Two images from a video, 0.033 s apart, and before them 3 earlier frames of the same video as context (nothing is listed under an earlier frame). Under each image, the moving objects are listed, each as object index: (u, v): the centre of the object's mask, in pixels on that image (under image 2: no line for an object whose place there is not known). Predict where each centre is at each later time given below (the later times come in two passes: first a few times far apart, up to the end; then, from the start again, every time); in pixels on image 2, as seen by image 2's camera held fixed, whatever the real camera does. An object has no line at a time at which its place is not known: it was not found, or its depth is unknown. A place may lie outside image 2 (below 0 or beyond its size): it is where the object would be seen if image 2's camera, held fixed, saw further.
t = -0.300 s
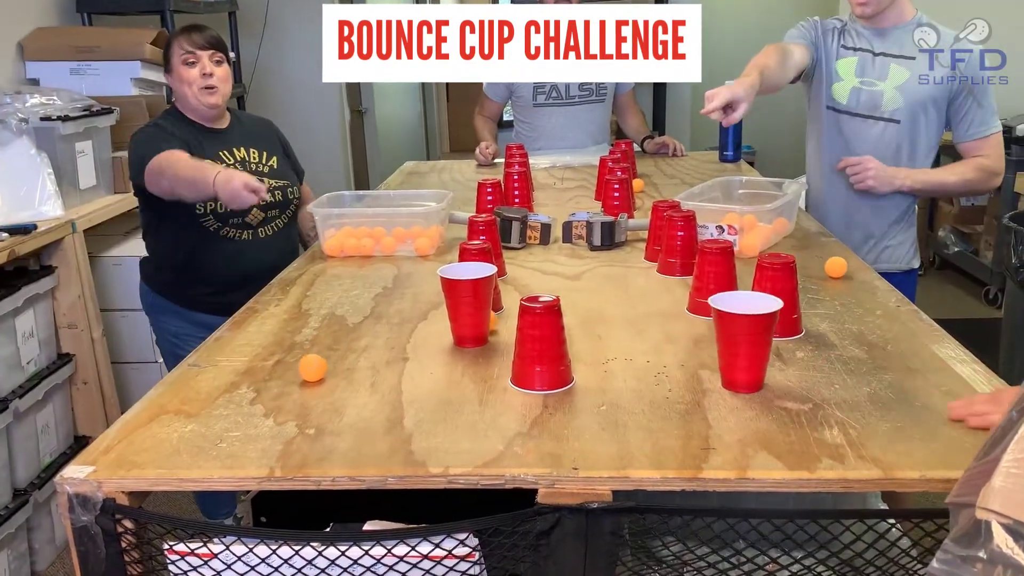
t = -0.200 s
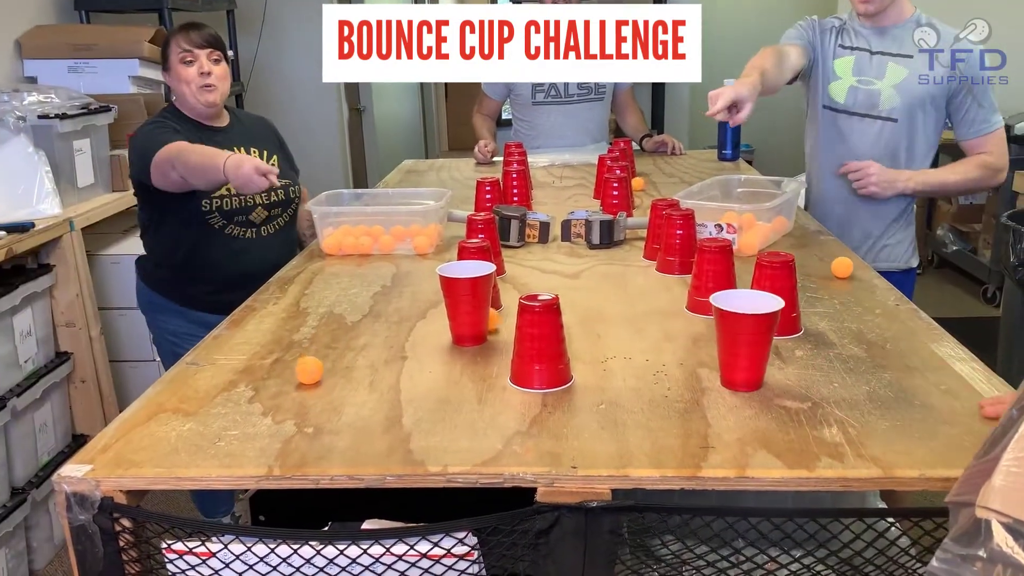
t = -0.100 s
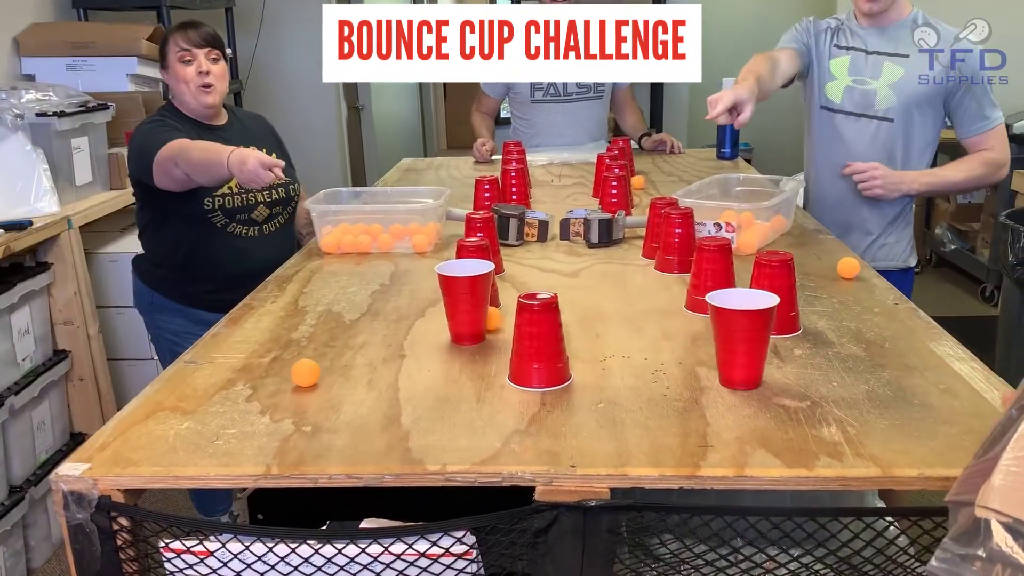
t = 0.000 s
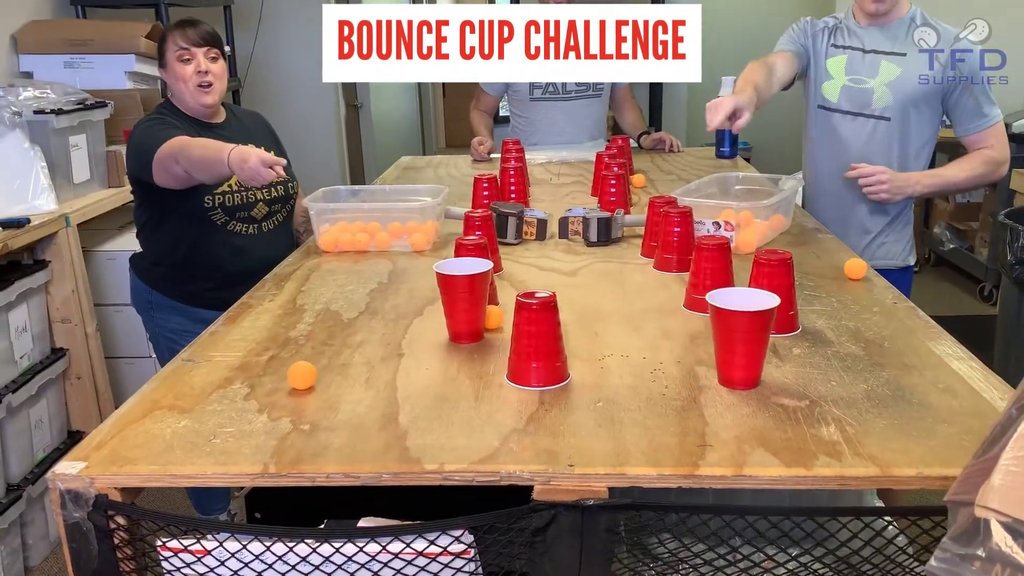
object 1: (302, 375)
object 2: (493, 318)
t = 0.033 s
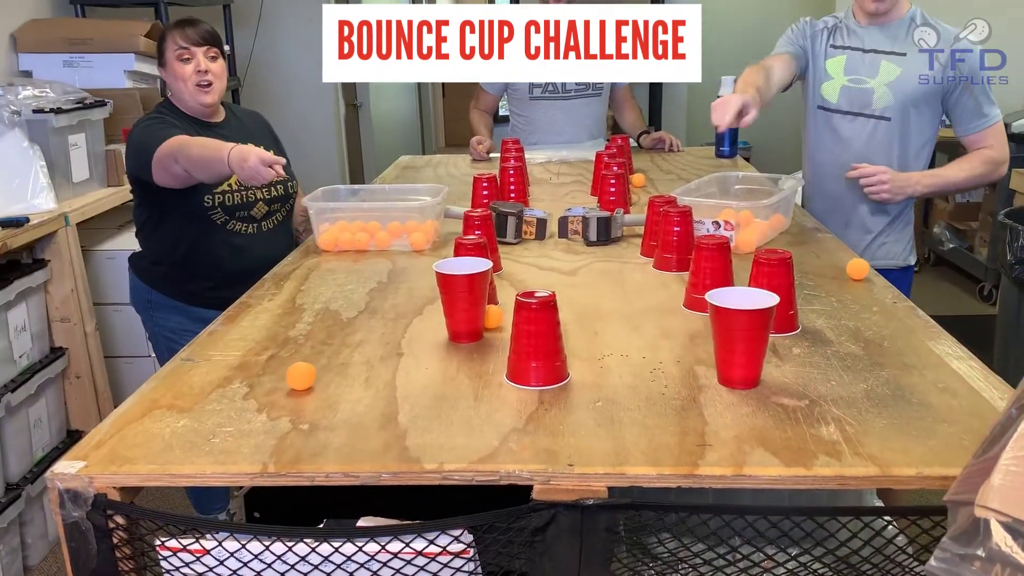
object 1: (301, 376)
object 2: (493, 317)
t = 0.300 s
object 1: (296, 387)
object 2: (499, 318)
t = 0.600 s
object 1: (290, 402)
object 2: (504, 318)
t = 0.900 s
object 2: (506, 317)
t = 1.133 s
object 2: (505, 317)
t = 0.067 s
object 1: (301, 377)
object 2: (493, 317)
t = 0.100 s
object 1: (299, 379)
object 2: (495, 318)
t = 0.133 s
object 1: (299, 380)
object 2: (495, 318)
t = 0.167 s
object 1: (298, 382)
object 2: (496, 318)
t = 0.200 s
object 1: (298, 383)
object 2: (496, 318)
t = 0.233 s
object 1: (297, 384)
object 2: (498, 318)
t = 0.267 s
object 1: (297, 386)
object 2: (499, 318)
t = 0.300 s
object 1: (296, 387)
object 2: (499, 318)
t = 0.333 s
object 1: (296, 389)
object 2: (500, 319)
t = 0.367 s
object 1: (295, 390)
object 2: (501, 319)
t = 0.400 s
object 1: (294, 392)
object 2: (502, 319)
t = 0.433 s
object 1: (294, 394)
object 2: (502, 319)
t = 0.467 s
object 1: (294, 395)
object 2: (503, 318)
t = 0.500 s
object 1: (292, 397)
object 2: (504, 318)
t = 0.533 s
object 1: (291, 399)
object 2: (504, 318)
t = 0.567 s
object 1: (290, 400)
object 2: (504, 318)
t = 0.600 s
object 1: (290, 402)
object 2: (504, 318)
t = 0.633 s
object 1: (290, 403)
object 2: (504, 318)
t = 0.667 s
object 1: (288, 405)
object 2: (504, 318)
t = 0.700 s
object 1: (287, 407)
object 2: (505, 318)
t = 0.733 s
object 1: (286, 409)
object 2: (505, 318)
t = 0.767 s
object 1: (285, 411)
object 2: (505, 318)
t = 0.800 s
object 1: (285, 413)
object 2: (505, 317)
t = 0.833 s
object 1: (283, 415)
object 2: (506, 317)
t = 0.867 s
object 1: (282, 417)
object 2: (505, 317)
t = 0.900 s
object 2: (506, 317)
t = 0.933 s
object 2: (505, 317)
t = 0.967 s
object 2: (506, 317)
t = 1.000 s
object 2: (505, 318)
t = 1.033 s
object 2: (505, 318)
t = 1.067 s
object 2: (505, 318)
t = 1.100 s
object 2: (505, 317)
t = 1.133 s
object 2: (505, 317)
